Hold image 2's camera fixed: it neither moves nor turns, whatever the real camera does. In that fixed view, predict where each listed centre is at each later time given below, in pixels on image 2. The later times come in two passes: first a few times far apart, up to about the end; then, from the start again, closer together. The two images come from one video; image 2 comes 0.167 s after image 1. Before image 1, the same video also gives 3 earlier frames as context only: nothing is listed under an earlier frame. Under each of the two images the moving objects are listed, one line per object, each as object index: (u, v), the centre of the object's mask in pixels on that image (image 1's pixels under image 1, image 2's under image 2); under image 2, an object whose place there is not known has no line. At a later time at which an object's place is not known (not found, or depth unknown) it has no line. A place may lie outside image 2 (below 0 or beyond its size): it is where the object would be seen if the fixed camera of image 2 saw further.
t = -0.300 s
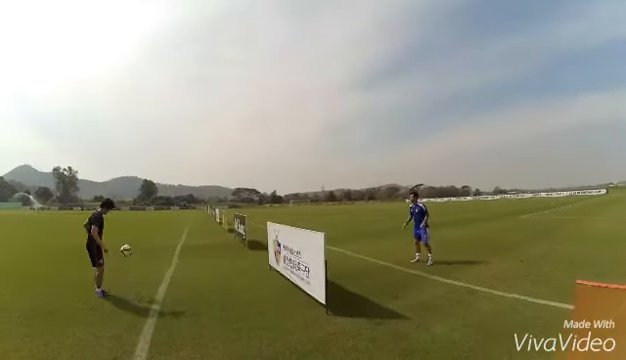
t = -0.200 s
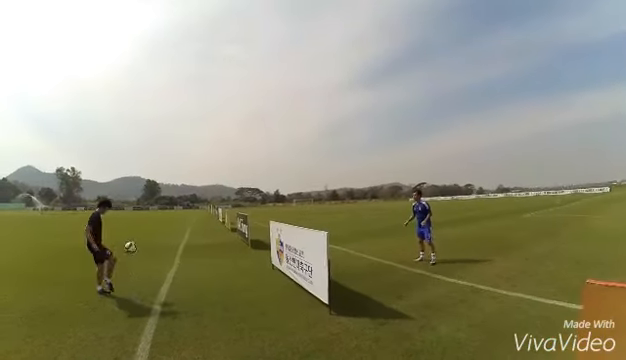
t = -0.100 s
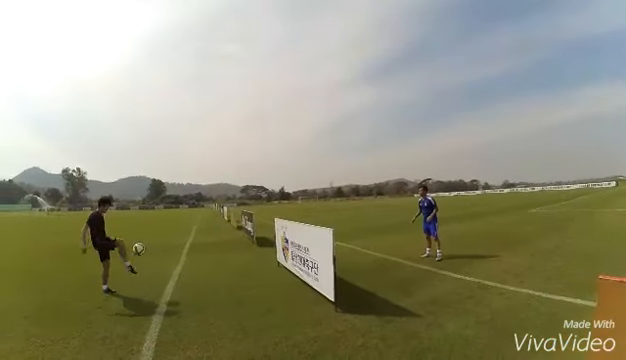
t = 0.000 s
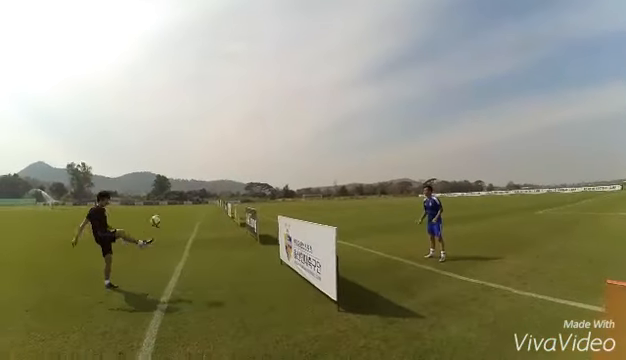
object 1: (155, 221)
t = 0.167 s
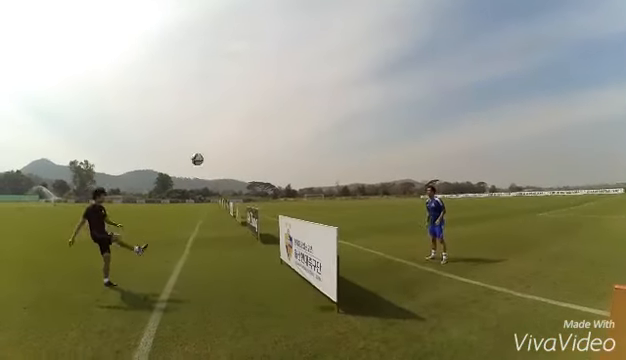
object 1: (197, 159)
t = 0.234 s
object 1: (212, 140)
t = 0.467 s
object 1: (262, 99)
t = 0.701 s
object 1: (305, 89)
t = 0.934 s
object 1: (343, 105)
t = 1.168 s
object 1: (377, 143)
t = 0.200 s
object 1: (204, 150)
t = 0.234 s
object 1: (212, 140)
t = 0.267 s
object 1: (220, 132)
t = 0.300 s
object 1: (227, 125)
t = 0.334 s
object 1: (234, 118)
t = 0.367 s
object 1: (241, 112)
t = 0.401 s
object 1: (248, 107)
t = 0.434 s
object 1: (255, 103)
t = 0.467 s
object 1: (262, 99)
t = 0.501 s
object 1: (268, 96)
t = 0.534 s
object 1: (275, 94)
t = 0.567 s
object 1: (281, 91)
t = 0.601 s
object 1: (287, 90)
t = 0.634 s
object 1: (293, 89)
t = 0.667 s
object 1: (299, 89)
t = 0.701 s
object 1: (305, 89)
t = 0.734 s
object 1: (311, 90)
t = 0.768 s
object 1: (317, 92)
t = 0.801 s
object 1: (323, 94)
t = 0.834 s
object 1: (328, 96)
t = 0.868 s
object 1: (333, 99)
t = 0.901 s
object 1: (339, 102)
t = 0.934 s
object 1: (343, 105)
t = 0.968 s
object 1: (348, 109)
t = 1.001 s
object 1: (353, 114)
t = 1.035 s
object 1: (358, 119)
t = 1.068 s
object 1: (363, 124)
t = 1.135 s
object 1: (372, 136)
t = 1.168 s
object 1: (377, 143)
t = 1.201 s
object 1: (382, 151)
